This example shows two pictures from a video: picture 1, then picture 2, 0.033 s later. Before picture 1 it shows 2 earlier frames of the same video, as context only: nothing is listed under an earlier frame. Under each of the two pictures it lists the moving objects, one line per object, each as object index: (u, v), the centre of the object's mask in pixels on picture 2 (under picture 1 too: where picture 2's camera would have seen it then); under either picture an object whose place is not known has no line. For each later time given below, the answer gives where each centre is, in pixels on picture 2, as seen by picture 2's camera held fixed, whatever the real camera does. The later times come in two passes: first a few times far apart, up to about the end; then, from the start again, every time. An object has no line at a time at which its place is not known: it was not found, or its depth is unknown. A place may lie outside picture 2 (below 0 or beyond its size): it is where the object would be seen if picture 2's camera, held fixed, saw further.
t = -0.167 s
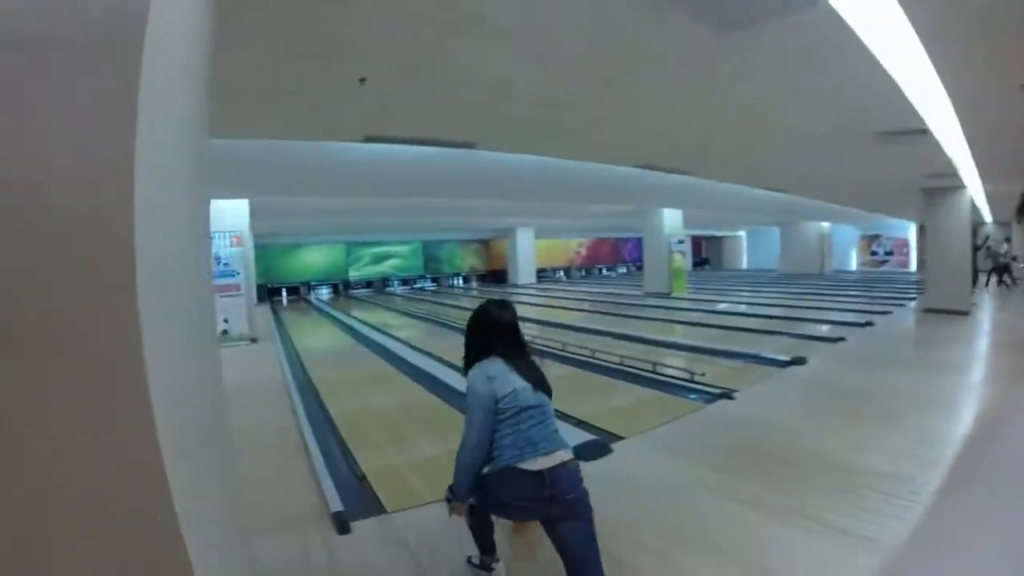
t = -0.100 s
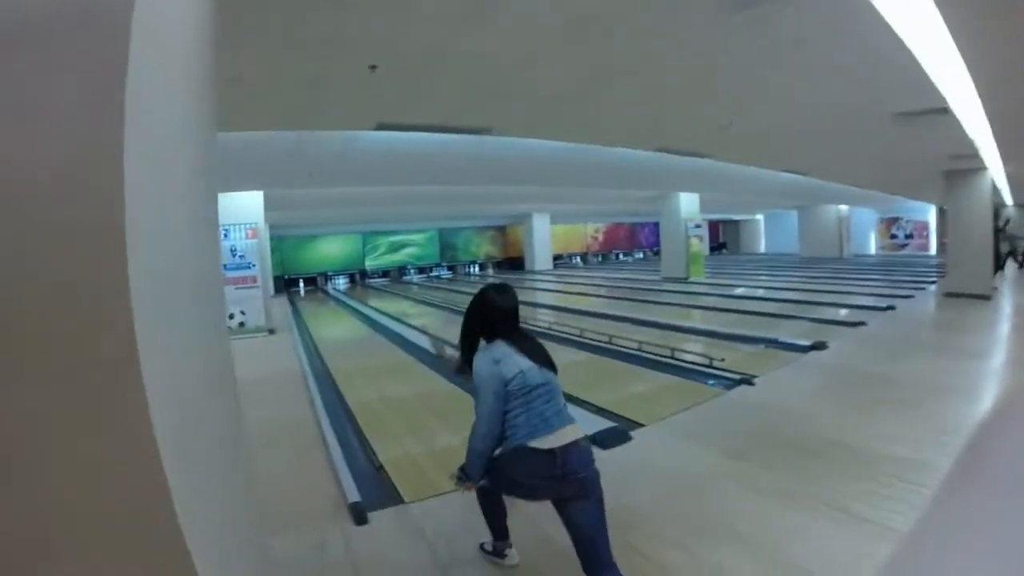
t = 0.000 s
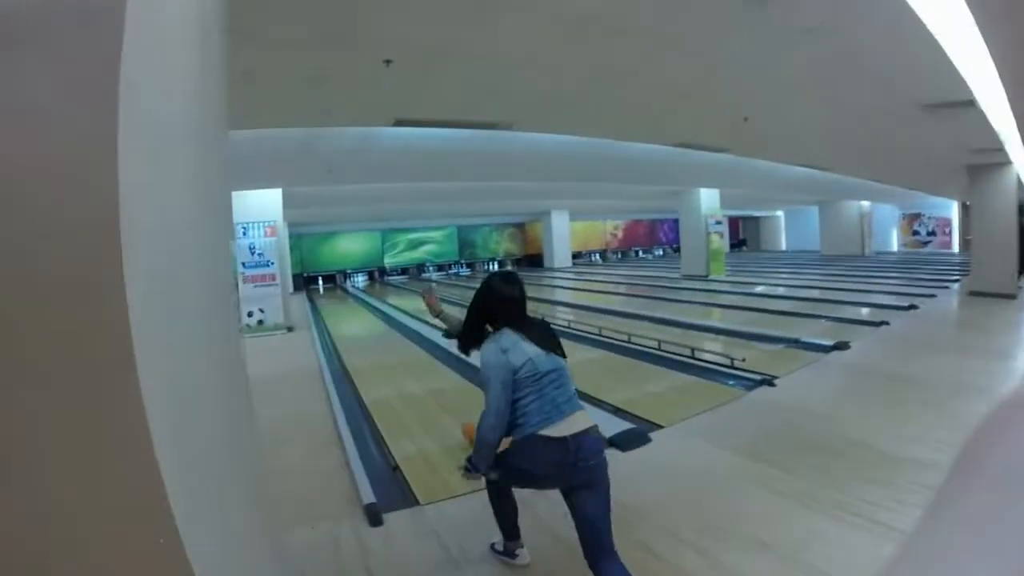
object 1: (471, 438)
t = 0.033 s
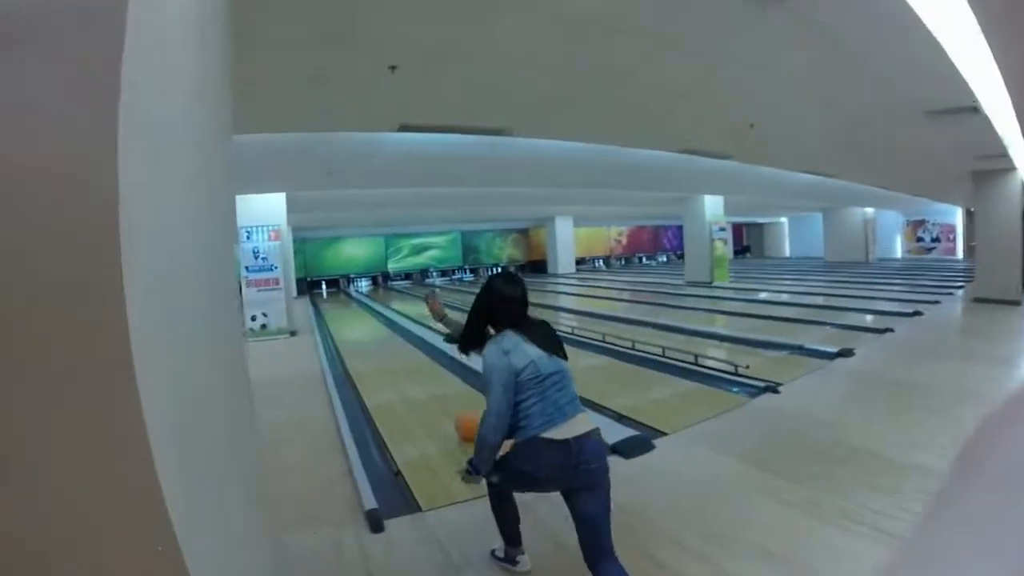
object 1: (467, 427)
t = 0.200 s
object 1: (432, 392)
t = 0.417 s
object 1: (402, 364)
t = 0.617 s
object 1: (386, 347)
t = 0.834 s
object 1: (372, 333)
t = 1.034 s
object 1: (362, 323)
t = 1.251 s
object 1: (355, 317)
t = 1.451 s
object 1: (350, 311)
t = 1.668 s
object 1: (345, 305)
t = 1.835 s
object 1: (342, 301)
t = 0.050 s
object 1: (465, 422)
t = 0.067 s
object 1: (460, 419)
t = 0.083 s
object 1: (456, 415)
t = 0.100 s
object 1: (452, 412)
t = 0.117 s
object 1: (448, 409)
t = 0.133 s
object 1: (445, 405)
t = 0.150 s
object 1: (441, 401)
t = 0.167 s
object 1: (438, 399)
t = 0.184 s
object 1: (434, 395)
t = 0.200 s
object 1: (432, 392)
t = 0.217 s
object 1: (429, 389)
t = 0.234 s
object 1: (426, 386)
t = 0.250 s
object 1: (423, 384)
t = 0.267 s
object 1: (420, 380)
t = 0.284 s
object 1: (419, 378)
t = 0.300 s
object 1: (416, 376)
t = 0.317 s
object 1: (414, 375)
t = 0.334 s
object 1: (412, 373)
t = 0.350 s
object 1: (409, 371)
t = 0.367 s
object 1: (408, 369)
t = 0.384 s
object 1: (405, 368)
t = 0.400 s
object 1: (404, 366)
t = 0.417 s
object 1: (402, 364)
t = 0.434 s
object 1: (399, 363)
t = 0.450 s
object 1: (398, 359)
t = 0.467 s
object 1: (397, 358)
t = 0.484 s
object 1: (395, 357)
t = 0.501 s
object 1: (394, 356)
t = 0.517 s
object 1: (392, 354)
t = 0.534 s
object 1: (391, 353)
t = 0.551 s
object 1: (389, 351)
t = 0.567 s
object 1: (388, 350)
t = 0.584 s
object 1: (387, 350)
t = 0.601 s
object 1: (386, 347)
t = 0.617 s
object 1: (386, 347)
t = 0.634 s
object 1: (383, 344)
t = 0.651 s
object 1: (382, 344)
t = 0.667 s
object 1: (381, 343)
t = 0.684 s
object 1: (381, 343)
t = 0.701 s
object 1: (379, 341)
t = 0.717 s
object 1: (378, 340)
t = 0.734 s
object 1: (376, 338)
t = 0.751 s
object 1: (375, 337)
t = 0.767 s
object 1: (374, 336)
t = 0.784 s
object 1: (373, 335)
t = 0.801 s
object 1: (373, 334)
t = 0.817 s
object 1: (373, 333)
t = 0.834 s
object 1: (372, 333)
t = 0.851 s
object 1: (370, 331)
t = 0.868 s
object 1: (370, 331)
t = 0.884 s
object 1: (369, 330)
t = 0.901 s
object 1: (368, 329)
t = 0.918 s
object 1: (367, 329)
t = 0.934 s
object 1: (367, 328)
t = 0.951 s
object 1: (366, 327)
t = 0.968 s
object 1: (366, 326)
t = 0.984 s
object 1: (365, 326)
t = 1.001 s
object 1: (365, 325)
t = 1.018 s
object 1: (363, 325)
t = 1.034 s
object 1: (362, 323)
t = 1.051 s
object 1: (362, 323)
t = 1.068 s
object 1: (362, 324)
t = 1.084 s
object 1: (360, 322)
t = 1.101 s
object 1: (359, 320)
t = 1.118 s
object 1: (358, 320)
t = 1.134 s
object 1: (358, 320)
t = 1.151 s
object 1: (358, 320)
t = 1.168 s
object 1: (358, 320)
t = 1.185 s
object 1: (357, 318)
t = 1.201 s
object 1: (357, 319)
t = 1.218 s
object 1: (356, 317)
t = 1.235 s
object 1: (355, 317)
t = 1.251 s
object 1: (355, 317)
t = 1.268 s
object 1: (354, 315)
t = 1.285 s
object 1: (354, 316)
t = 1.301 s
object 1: (354, 315)
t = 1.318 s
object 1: (354, 316)
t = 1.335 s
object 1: (353, 313)
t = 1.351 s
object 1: (352, 313)
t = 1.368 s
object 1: (352, 313)
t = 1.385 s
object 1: (352, 313)
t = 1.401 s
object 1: (351, 312)
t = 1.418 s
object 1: (350, 311)
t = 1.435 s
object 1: (350, 311)
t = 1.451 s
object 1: (350, 311)
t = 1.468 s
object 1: (350, 311)
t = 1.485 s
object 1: (350, 312)
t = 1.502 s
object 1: (350, 311)
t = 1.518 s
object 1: (348, 308)
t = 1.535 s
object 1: (348, 307)
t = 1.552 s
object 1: (348, 307)
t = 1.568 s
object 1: (346, 306)
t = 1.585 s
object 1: (346, 307)
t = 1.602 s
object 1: (346, 306)
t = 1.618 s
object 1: (347, 306)
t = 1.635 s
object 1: (346, 305)
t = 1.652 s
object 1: (345, 304)
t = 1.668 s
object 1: (345, 305)
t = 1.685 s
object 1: (344, 303)
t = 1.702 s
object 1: (344, 303)
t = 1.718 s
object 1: (344, 303)
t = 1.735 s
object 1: (344, 303)
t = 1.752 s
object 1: (343, 303)
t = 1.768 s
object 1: (343, 302)
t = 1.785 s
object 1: (344, 303)
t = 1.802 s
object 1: (343, 301)
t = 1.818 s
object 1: (342, 301)
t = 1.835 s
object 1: (342, 301)
